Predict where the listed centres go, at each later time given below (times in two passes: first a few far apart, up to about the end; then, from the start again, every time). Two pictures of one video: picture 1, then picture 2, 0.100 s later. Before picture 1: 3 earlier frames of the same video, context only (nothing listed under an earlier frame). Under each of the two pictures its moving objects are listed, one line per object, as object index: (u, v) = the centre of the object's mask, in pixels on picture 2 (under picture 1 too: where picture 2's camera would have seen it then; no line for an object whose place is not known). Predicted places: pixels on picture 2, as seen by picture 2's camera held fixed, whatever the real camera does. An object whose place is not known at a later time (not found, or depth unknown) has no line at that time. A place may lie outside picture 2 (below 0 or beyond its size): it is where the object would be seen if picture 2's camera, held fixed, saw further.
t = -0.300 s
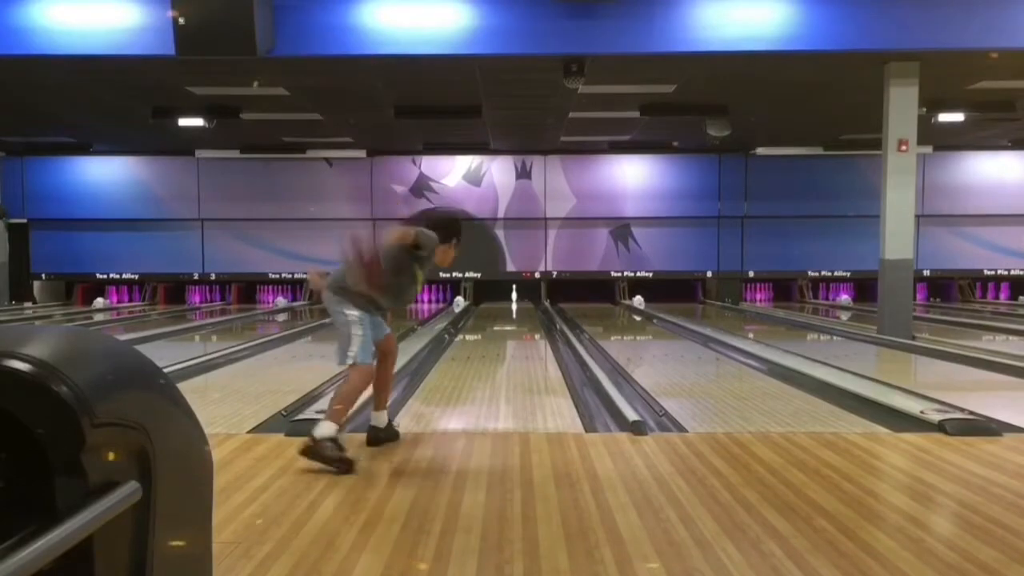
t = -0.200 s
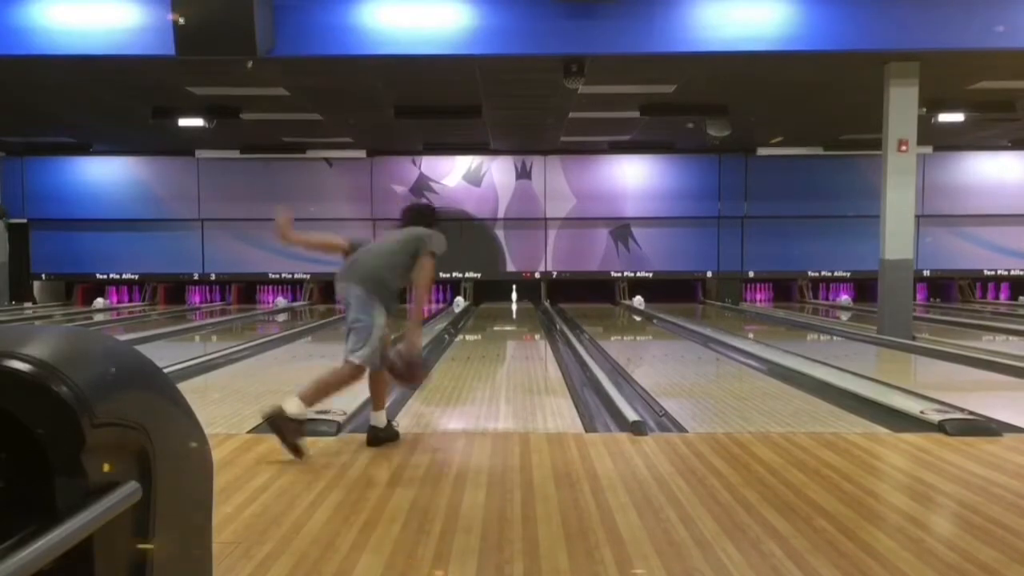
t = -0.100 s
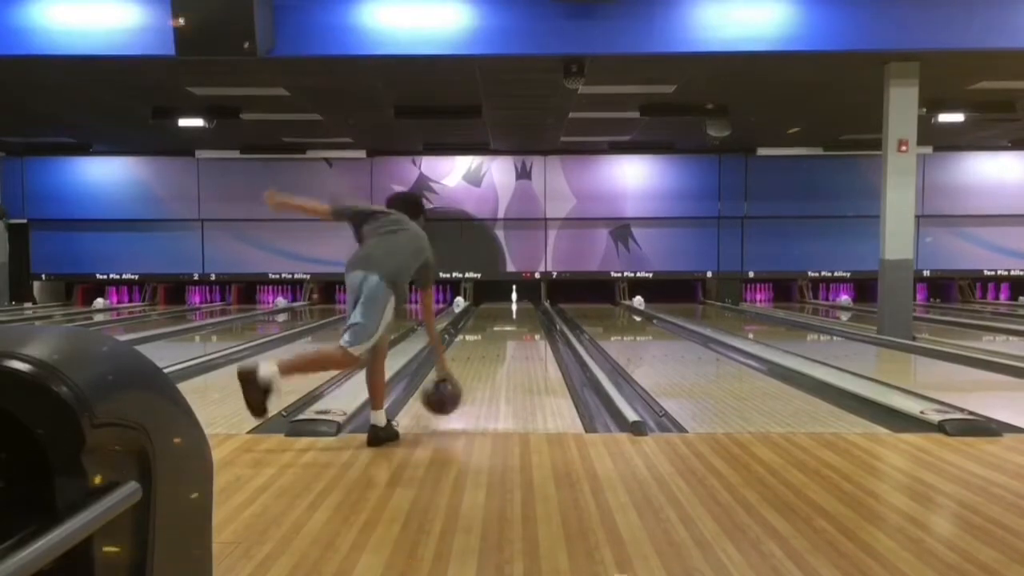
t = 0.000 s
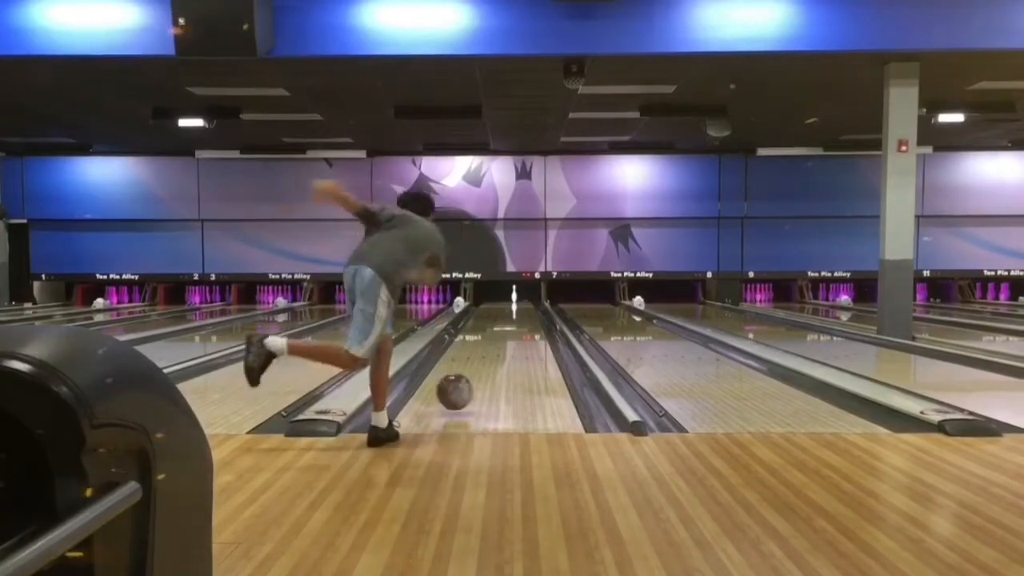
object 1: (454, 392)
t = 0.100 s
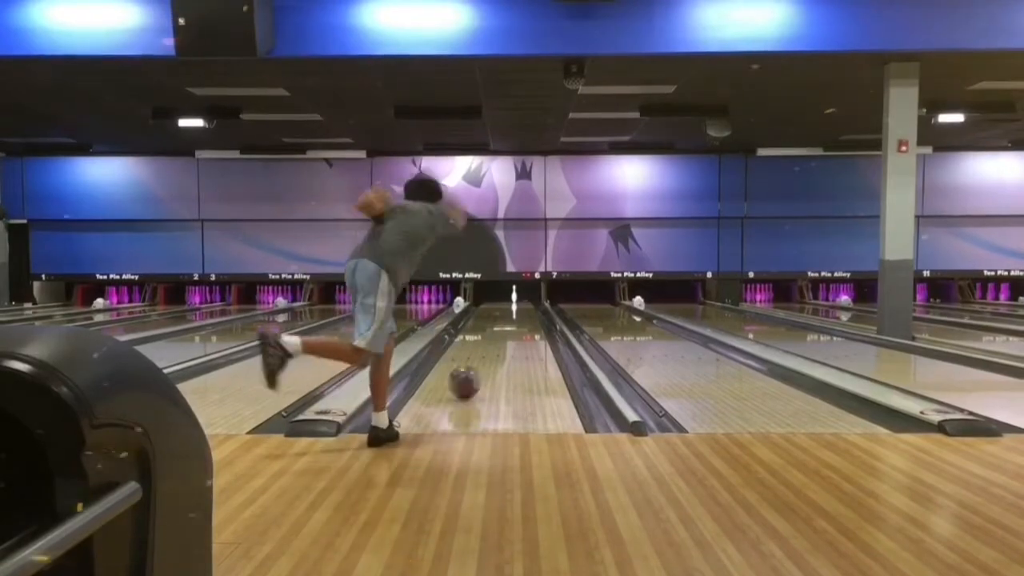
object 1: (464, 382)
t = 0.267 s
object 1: (477, 368)
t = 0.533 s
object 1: (490, 349)
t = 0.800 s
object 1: (500, 337)
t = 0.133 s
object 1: (467, 381)
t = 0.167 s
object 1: (470, 376)
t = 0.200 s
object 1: (472, 373)
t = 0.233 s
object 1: (475, 370)
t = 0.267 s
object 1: (477, 368)
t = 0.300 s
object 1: (479, 365)
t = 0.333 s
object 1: (480, 362)
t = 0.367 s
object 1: (482, 359)
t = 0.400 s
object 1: (485, 357)
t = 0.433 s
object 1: (486, 356)
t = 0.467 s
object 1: (488, 353)
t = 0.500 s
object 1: (489, 350)
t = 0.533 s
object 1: (490, 349)
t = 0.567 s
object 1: (493, 347)
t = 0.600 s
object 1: (494, 347)
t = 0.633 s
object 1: (495, 344)
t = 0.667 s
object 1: (496, 342)
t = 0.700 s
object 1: (497, 340)
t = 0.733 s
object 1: (498, 340)
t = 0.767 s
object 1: (499, 338)
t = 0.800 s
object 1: (500, 337)
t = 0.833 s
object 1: (501, 335)
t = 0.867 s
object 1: (502, 333)
